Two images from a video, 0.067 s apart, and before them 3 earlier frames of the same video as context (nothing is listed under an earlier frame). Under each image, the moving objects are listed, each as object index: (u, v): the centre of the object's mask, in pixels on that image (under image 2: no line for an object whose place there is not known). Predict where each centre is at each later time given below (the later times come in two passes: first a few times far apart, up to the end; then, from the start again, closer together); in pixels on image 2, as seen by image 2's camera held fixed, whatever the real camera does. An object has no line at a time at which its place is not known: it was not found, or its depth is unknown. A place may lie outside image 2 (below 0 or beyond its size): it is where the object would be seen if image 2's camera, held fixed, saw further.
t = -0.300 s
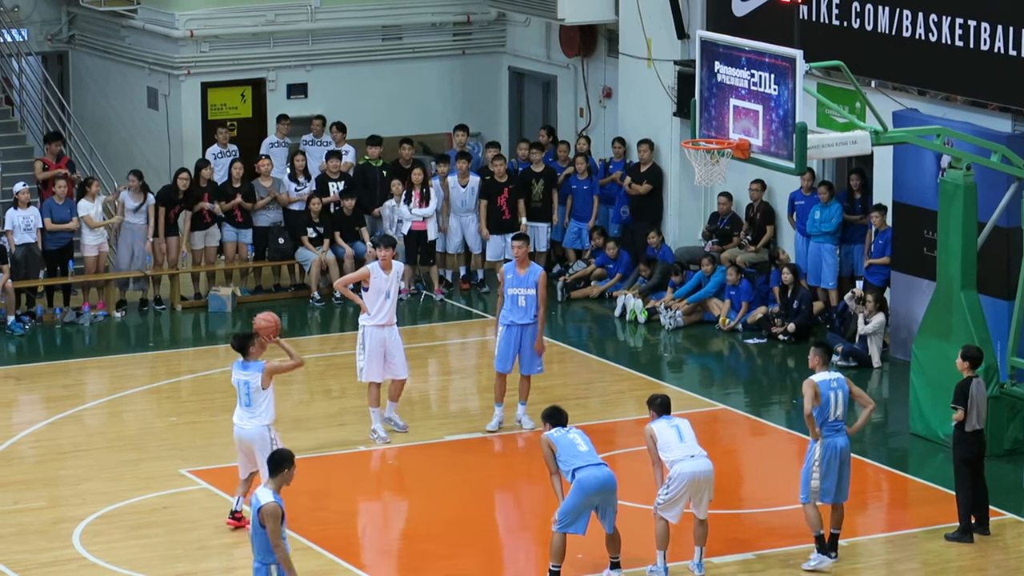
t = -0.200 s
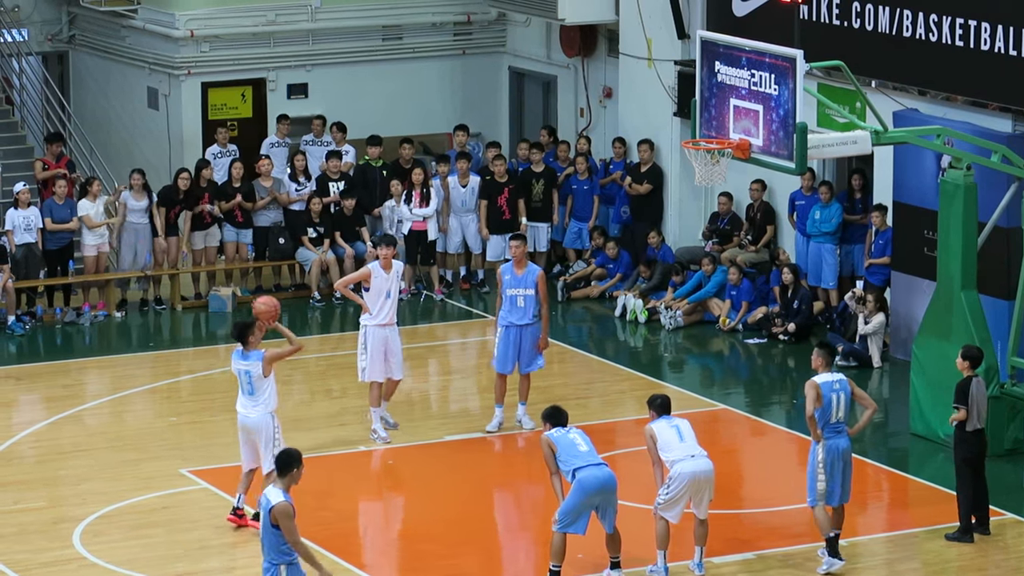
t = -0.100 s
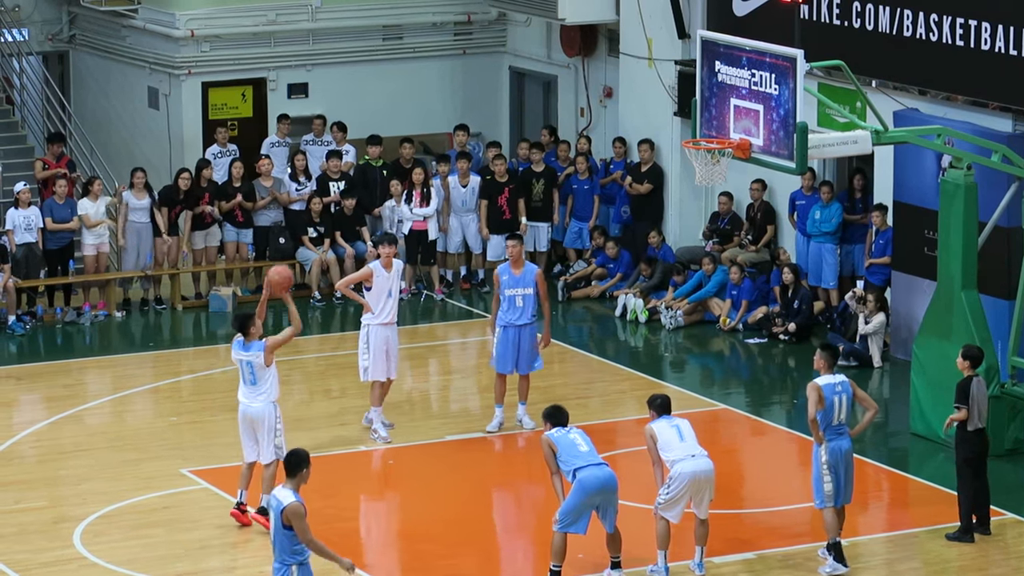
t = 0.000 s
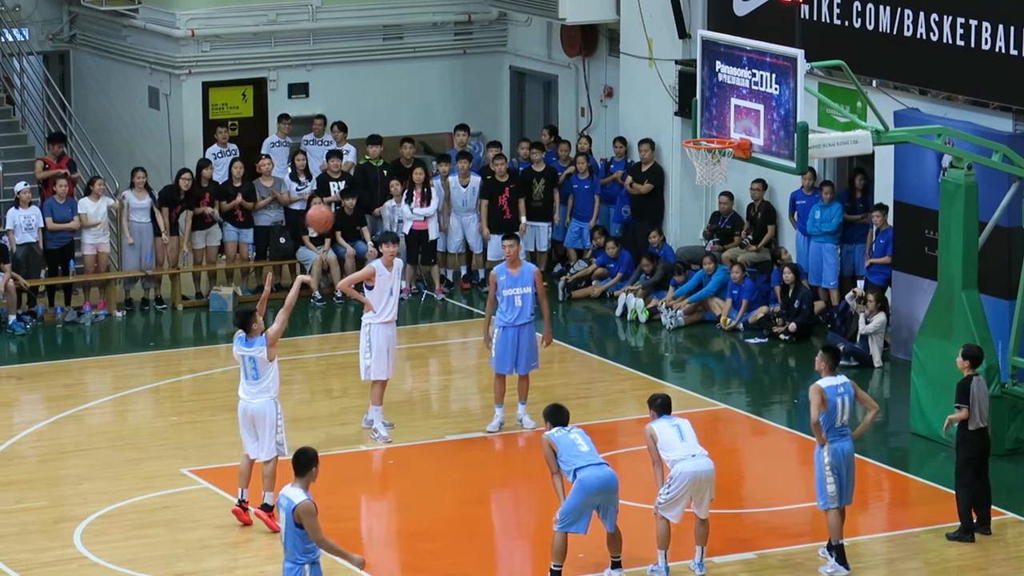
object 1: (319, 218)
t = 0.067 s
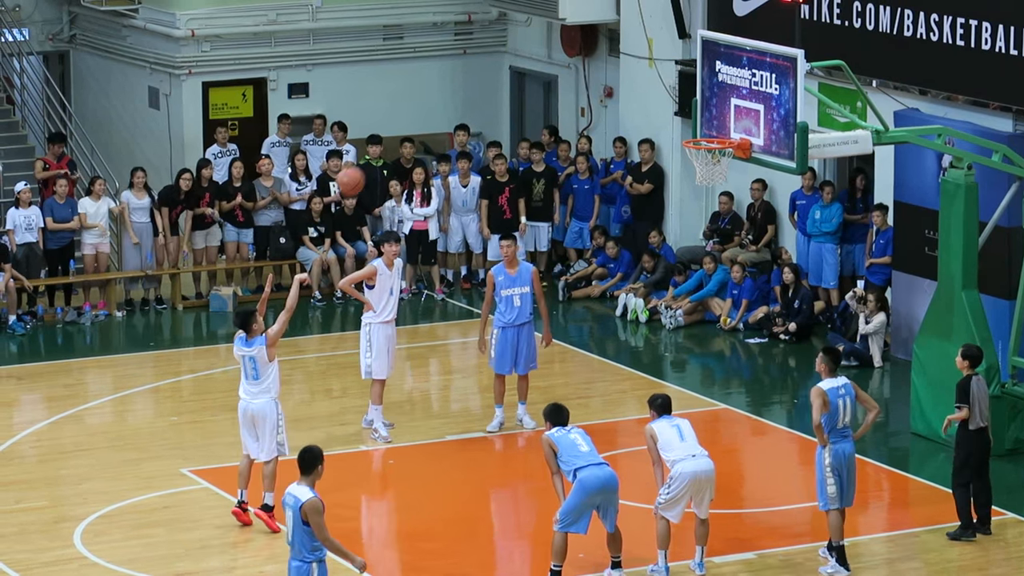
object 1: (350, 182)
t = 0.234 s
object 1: (424, 111)
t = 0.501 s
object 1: (540, 62)
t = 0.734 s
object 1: (640, 83)
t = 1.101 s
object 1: (703, 204)
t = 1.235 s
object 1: (684, 266)
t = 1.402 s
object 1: (662, 365)
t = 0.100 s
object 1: (365, 164)
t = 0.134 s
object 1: (379, 148)
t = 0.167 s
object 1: (394, 135)
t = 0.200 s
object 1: (409, 122)
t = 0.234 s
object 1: (424, 111)
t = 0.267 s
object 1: (439, 100)
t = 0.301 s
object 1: (454, 91)
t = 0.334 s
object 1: (469, 83)
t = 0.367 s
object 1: (483, 76)
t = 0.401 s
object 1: (497, 70)
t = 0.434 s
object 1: (512, 66)
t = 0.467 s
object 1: (526, 63)
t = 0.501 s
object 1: (540, 62)
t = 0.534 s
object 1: (555, 61)
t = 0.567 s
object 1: (569, 62)
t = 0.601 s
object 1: (583, 63)
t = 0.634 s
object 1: (597, 67)
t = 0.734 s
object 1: (640, 83)
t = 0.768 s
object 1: (653, 90)
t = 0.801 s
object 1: (667, 99)
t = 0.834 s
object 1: (680, 109)
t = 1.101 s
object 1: (703, 204)
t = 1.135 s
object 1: (699, 218)
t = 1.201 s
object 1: (688, 249)
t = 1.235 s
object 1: (684, 266)
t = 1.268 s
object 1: (680, 284)
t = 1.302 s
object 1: (676, 302)
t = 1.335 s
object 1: (671, 324)
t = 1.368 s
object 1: (666, 345)
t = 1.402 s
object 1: (662, 365)
